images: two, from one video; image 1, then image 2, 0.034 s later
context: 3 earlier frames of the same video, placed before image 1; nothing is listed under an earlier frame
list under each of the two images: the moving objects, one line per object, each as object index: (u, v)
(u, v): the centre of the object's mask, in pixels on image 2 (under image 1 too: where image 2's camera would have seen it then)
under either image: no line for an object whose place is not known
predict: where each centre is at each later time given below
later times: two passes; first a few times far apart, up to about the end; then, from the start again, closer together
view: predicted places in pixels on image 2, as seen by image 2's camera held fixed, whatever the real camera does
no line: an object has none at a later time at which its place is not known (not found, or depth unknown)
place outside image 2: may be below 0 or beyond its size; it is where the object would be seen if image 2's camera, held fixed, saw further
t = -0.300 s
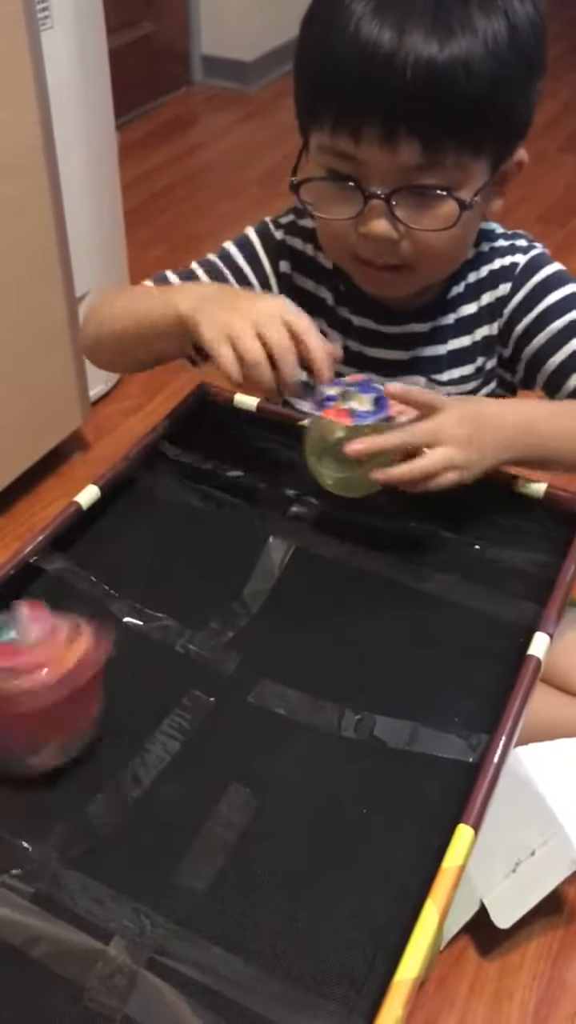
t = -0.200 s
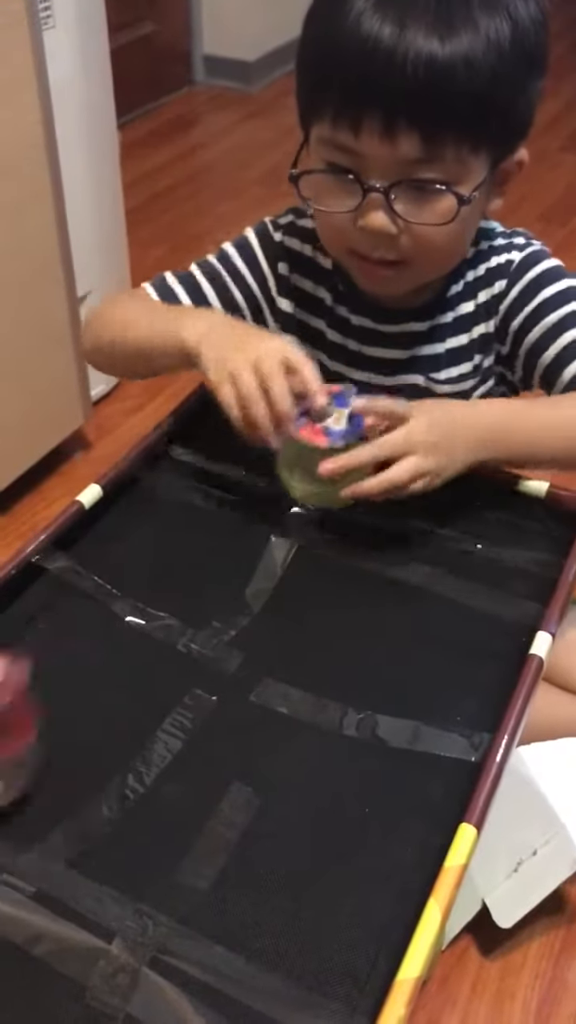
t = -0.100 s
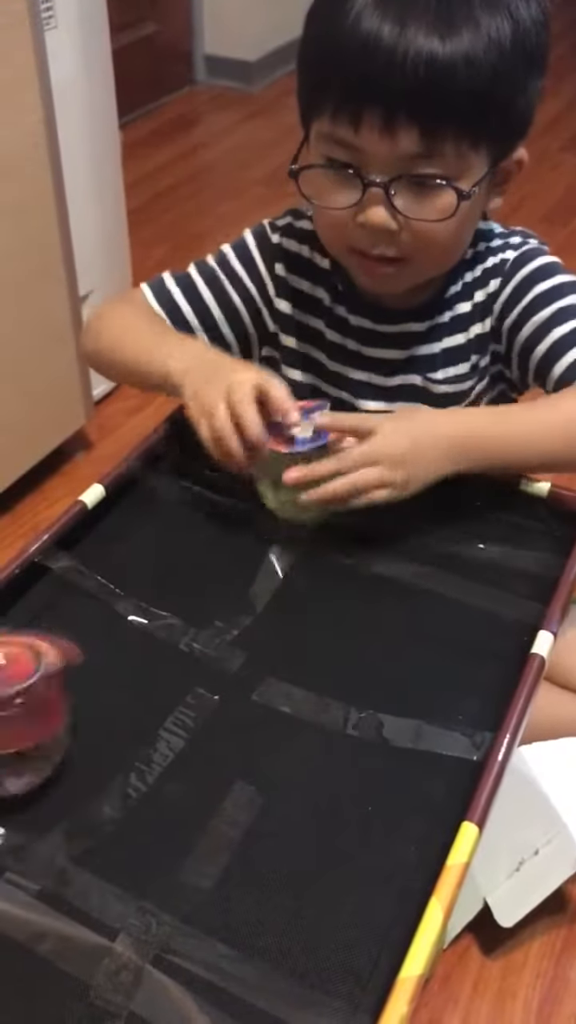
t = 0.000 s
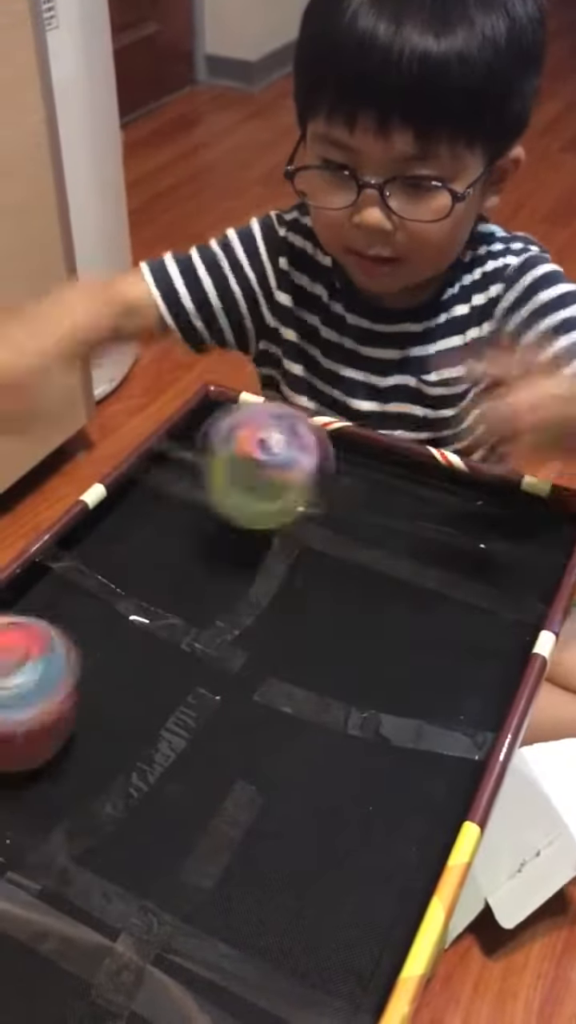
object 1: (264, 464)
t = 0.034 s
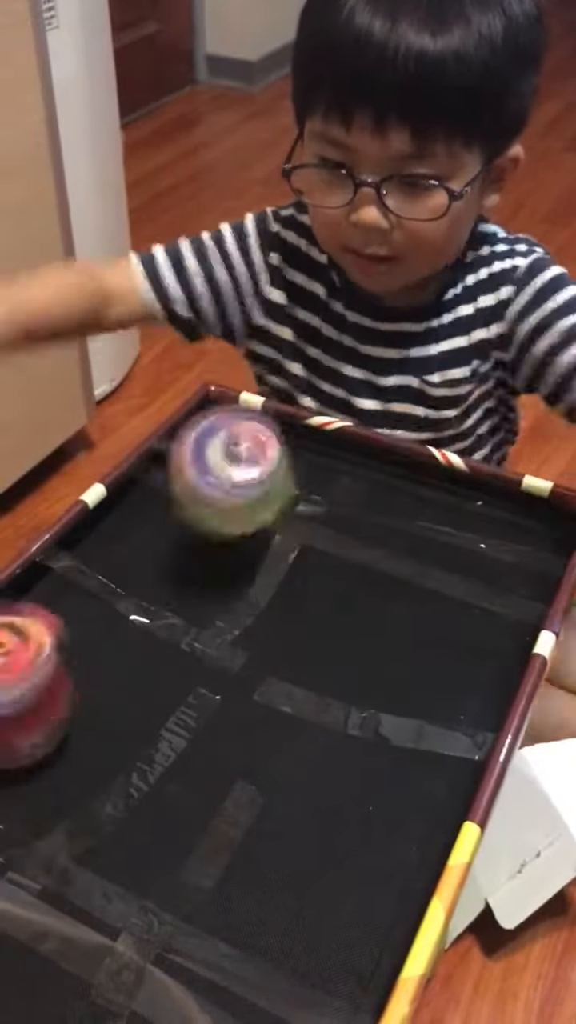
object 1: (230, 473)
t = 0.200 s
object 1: (84, 606)
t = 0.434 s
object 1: (79, 579)
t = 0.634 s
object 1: (175, 596)
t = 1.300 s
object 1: (295, 620)
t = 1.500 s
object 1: (328, 610)
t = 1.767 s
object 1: (367, 579)
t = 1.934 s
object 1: (385, 597)
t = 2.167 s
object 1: (411, 609)
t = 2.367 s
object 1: (440, 608)
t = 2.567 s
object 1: (473, 626)
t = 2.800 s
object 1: (466, 637)
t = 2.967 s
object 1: (452, 634)
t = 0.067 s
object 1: (206, 491)
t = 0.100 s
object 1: (170, 527)
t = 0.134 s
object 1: (146, 575)
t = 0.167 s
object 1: (109, 588)
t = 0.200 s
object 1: (84, 606)
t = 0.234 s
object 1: (75, 609)
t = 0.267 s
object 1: (59, 612)
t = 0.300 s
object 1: (52, 615)
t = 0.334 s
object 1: (46, 606)
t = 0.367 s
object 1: (41, 593)
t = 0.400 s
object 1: (58, 587)
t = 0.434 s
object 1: (79, 579)
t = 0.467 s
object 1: (99, 572)
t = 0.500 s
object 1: (119, 570)
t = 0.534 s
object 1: (134, 576)
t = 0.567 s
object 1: (147, 584)
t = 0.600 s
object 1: (167, 590)
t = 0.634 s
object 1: (175, 596)
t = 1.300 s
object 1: (295, 620)
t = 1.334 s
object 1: (301, 621)
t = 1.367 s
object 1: (306, 619)
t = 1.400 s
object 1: (309, 617)
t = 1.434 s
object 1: (316, 613)
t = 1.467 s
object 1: (324, 612)
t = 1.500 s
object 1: (328, 610)
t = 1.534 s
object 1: (331, 605)
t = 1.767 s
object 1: (367, 579)
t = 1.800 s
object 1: (369, 577)
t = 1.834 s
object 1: (377, 582)
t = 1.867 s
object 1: (383, 589)
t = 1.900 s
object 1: (384, 594)
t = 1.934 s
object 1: (385, 597)
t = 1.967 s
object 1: (388, 599)
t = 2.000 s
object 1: (393, 602)
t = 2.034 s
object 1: (397, 604)
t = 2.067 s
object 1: (399, 605)
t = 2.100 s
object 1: (402, 608)
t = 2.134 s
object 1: (407, 608)
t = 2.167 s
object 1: (411, 609)
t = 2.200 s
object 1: (416, 609)
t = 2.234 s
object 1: (420, 611)
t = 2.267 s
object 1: (425, 611)
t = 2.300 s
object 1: (429, 611)
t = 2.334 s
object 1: (434, 609)
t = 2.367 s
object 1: (440, 608)
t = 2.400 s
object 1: (445, 610)
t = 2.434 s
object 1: (451, 613)
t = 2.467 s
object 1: (455, 614)
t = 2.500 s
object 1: (460, 616)
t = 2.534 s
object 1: (467, 620)
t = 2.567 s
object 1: (473, 626)
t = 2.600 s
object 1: (477, 630)
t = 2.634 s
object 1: (473, 631)
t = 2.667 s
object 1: (466, 631)
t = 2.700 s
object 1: (463, 633)
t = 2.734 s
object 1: (462, 633)
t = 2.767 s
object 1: (465, 636)
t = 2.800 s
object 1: (466, 637)
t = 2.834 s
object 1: (464, 637)
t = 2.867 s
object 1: (459, 635)
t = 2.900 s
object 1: (457, 635)
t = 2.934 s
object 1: (454, 634)
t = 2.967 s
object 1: (452, 634)
